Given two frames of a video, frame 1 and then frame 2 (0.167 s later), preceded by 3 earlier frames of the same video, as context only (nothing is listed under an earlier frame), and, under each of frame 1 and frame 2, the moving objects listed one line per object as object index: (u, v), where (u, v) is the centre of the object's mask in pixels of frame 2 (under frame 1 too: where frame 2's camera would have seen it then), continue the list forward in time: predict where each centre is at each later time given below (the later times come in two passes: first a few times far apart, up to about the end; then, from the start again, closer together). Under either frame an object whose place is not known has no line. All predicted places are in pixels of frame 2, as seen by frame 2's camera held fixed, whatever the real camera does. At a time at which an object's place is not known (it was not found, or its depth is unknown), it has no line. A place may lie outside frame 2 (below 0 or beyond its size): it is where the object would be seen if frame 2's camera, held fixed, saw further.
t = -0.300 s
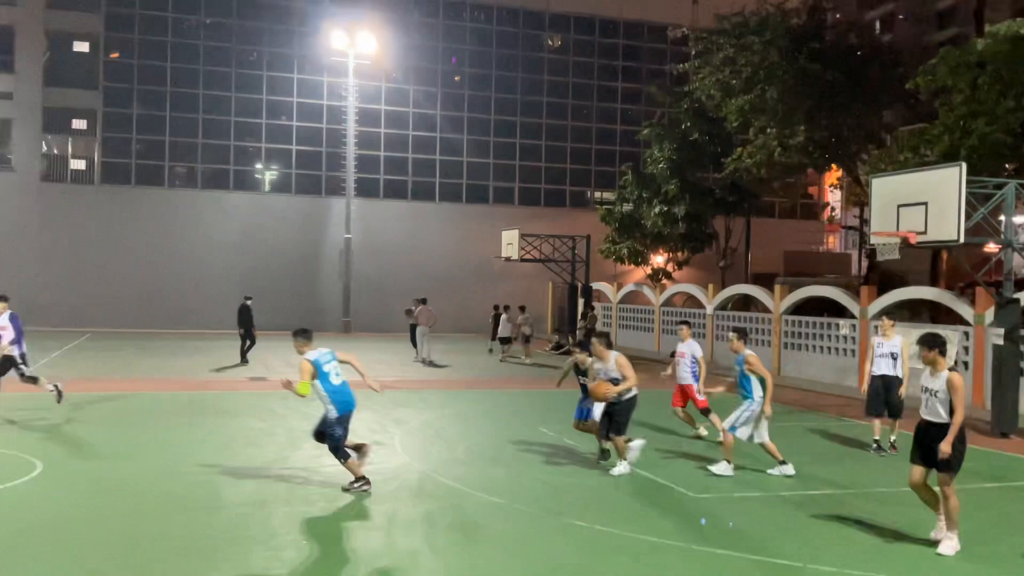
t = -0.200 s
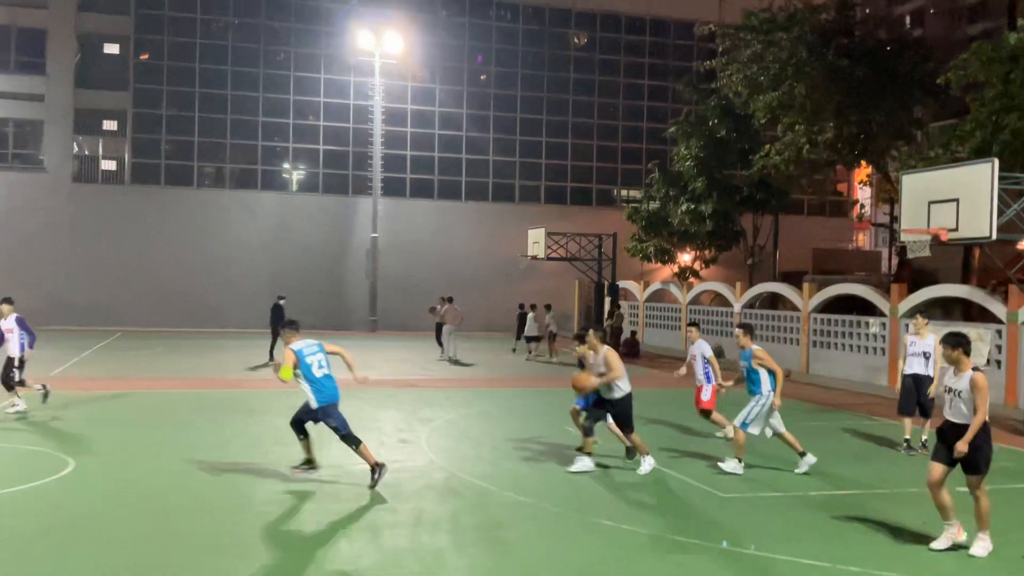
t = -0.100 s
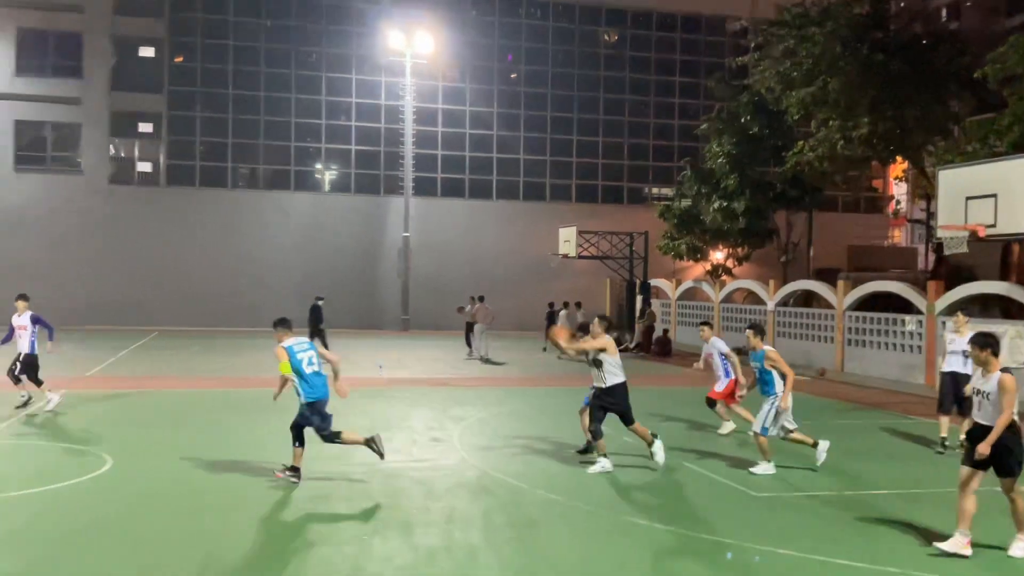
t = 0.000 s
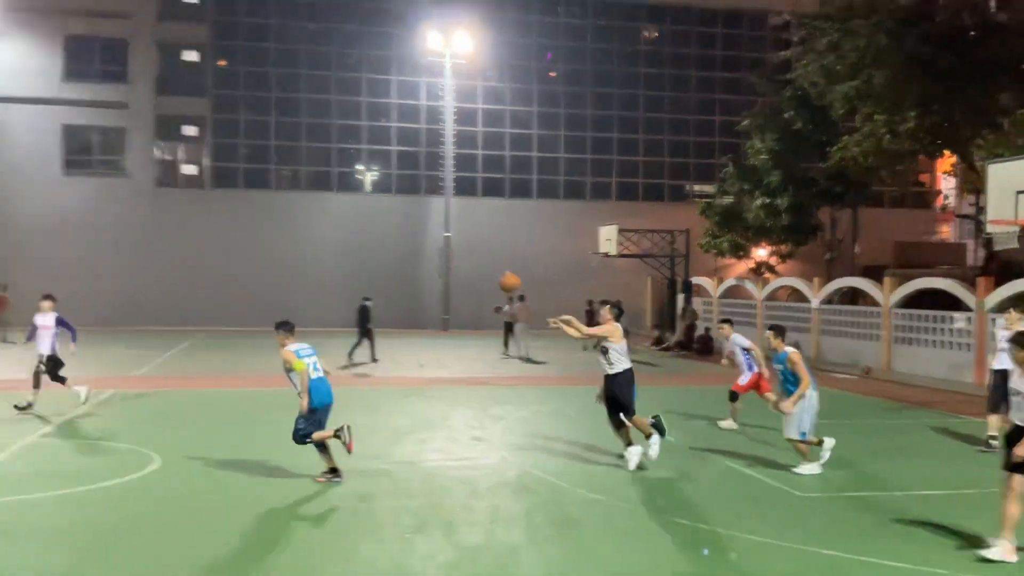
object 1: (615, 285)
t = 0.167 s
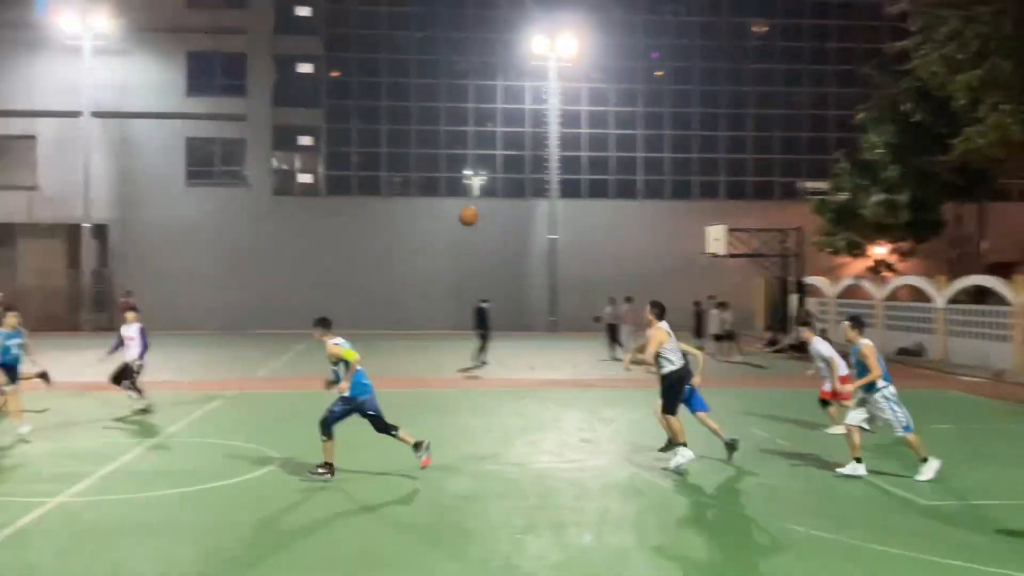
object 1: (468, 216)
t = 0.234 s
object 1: (414, 196)
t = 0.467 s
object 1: (246, 155)
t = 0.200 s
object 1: (441, 206)
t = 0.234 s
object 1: (414, 196)
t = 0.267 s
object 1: (388, 188)
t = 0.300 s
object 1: (362, 180)
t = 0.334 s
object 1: (337, 173)
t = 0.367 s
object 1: (314, 168)
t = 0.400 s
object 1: (290, 162)
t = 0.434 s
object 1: (268, 158)
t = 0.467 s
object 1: (246, 155)
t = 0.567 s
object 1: (179, 150)
